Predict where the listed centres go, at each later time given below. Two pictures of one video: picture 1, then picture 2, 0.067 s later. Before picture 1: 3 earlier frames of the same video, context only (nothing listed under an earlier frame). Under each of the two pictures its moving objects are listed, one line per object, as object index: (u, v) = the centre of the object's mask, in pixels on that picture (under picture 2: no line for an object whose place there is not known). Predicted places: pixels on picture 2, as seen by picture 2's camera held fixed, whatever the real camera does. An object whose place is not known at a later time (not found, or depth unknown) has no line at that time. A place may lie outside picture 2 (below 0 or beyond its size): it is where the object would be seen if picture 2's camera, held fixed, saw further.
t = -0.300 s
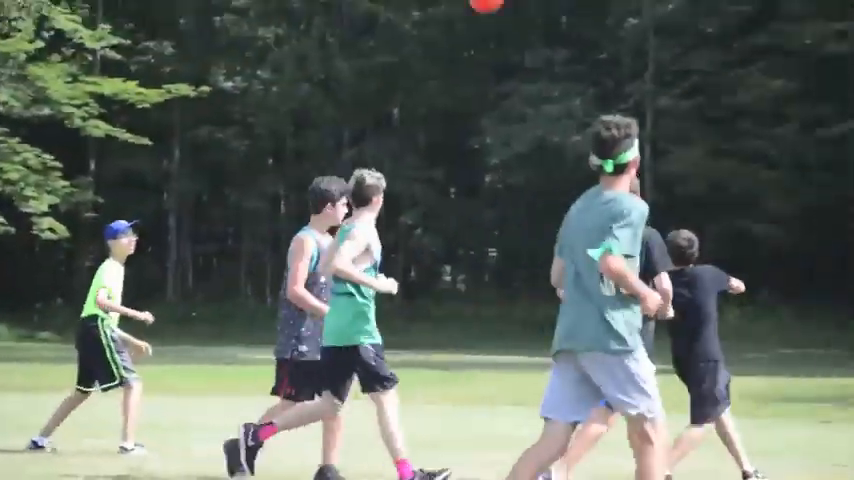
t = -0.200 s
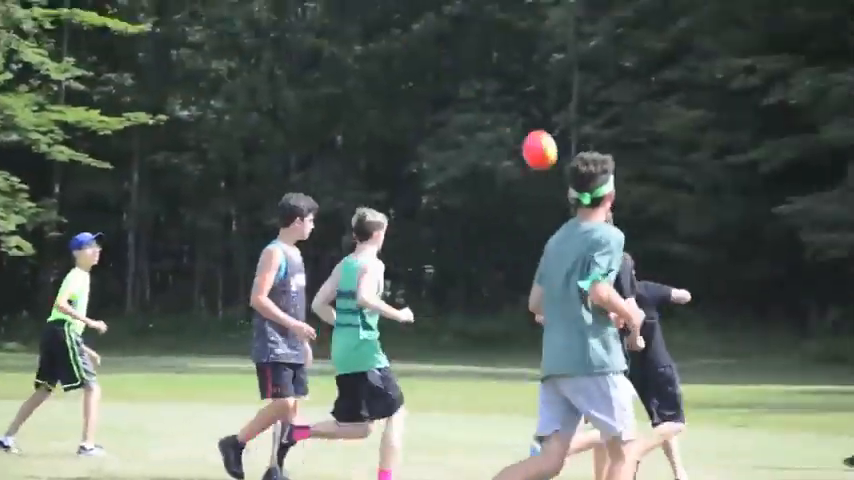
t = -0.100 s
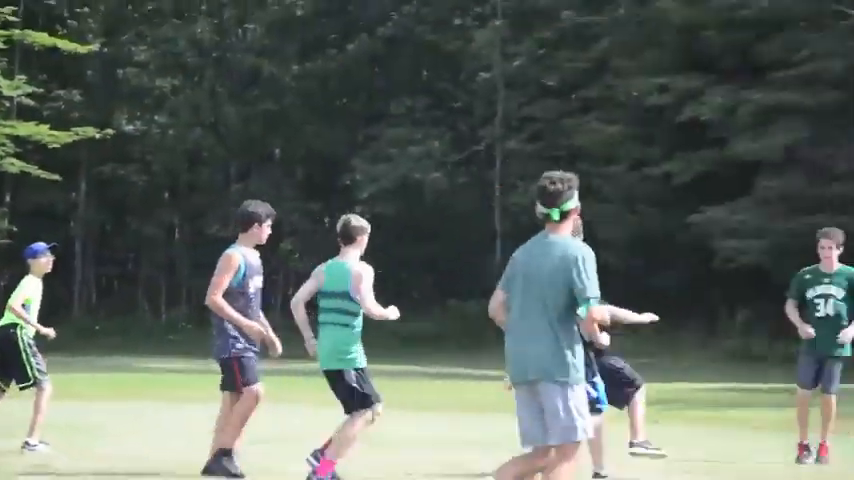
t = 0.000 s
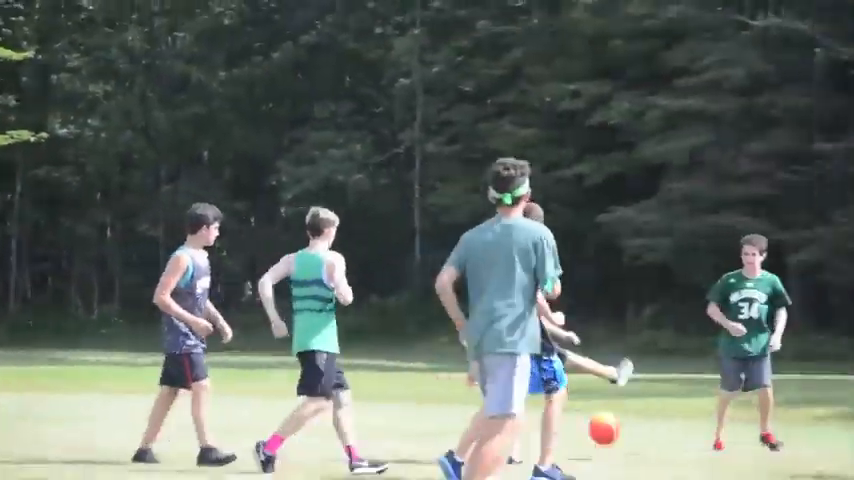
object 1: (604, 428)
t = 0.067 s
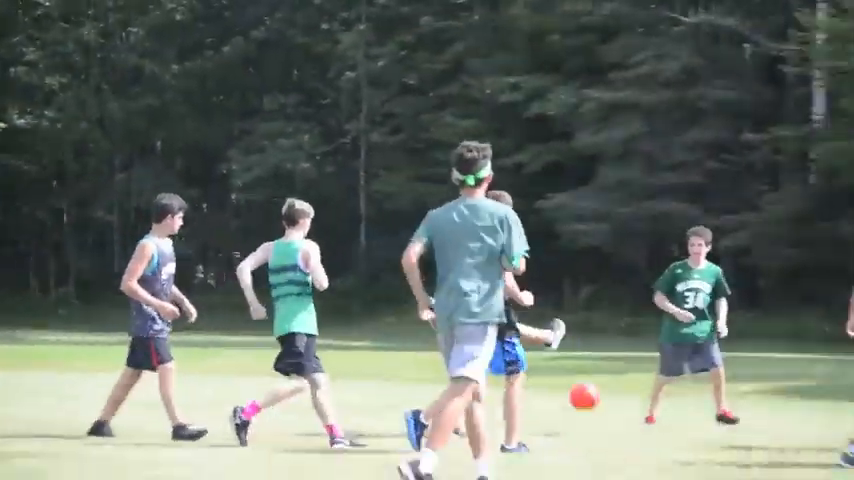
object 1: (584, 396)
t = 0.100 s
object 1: (594, 373)
